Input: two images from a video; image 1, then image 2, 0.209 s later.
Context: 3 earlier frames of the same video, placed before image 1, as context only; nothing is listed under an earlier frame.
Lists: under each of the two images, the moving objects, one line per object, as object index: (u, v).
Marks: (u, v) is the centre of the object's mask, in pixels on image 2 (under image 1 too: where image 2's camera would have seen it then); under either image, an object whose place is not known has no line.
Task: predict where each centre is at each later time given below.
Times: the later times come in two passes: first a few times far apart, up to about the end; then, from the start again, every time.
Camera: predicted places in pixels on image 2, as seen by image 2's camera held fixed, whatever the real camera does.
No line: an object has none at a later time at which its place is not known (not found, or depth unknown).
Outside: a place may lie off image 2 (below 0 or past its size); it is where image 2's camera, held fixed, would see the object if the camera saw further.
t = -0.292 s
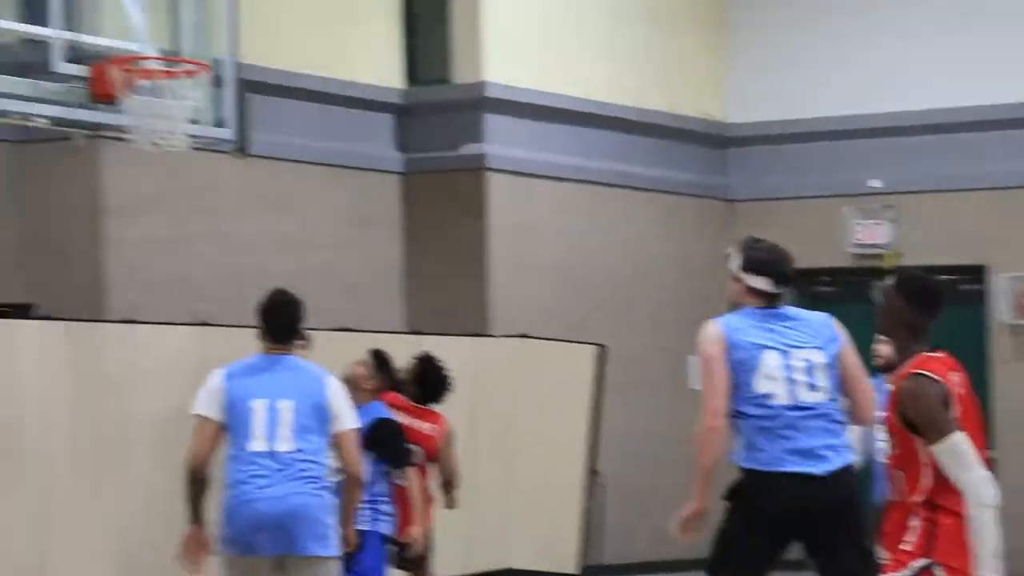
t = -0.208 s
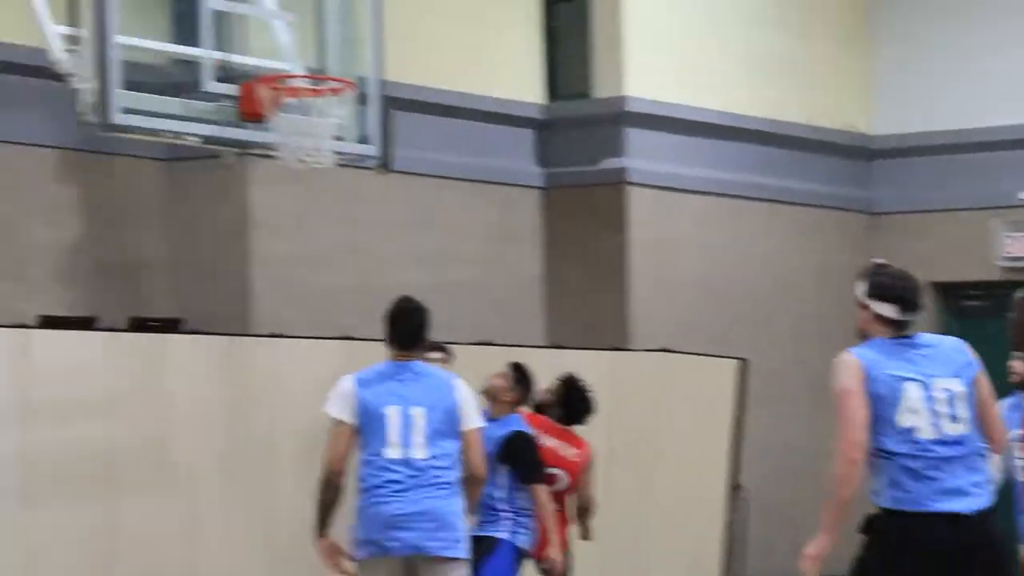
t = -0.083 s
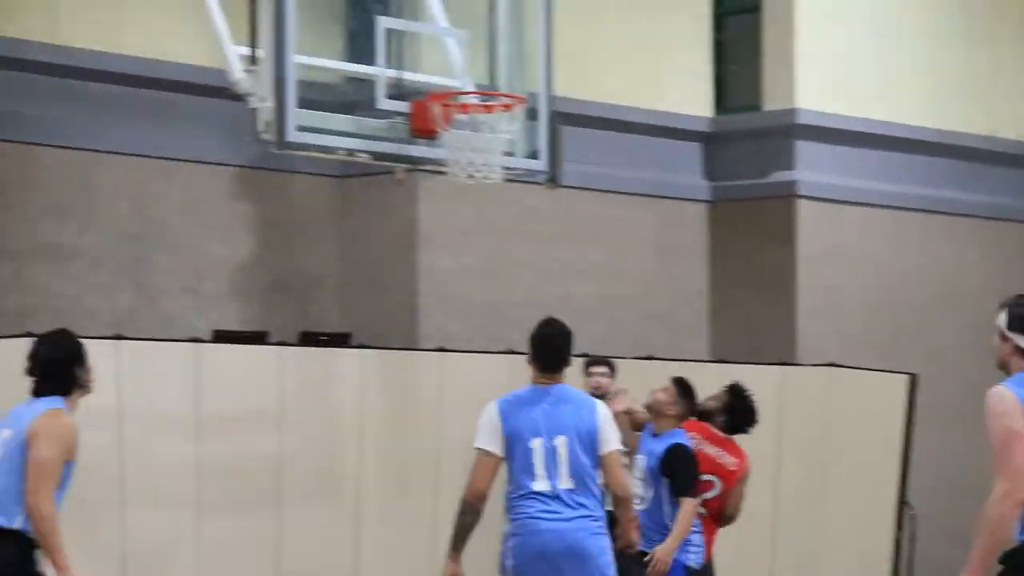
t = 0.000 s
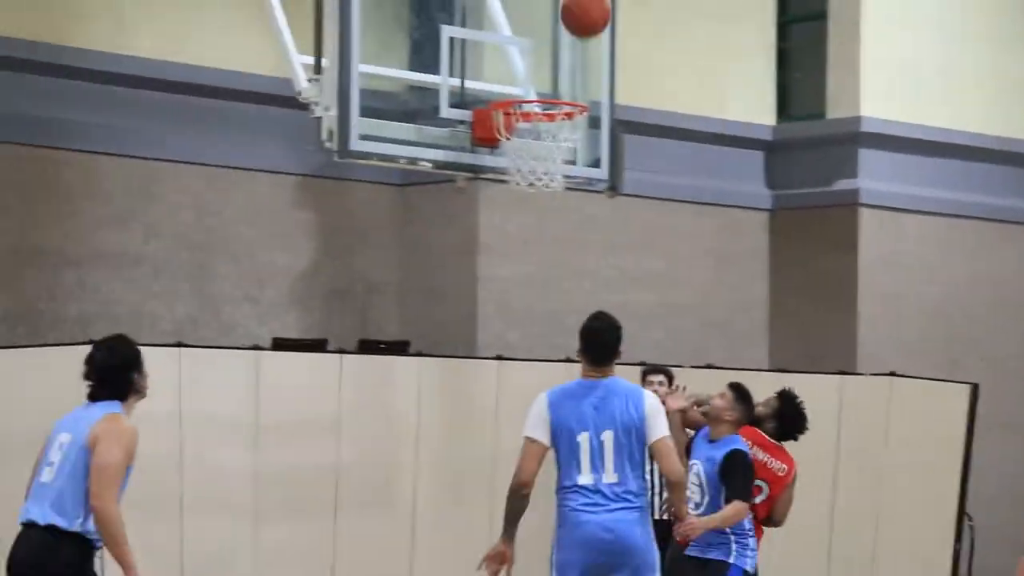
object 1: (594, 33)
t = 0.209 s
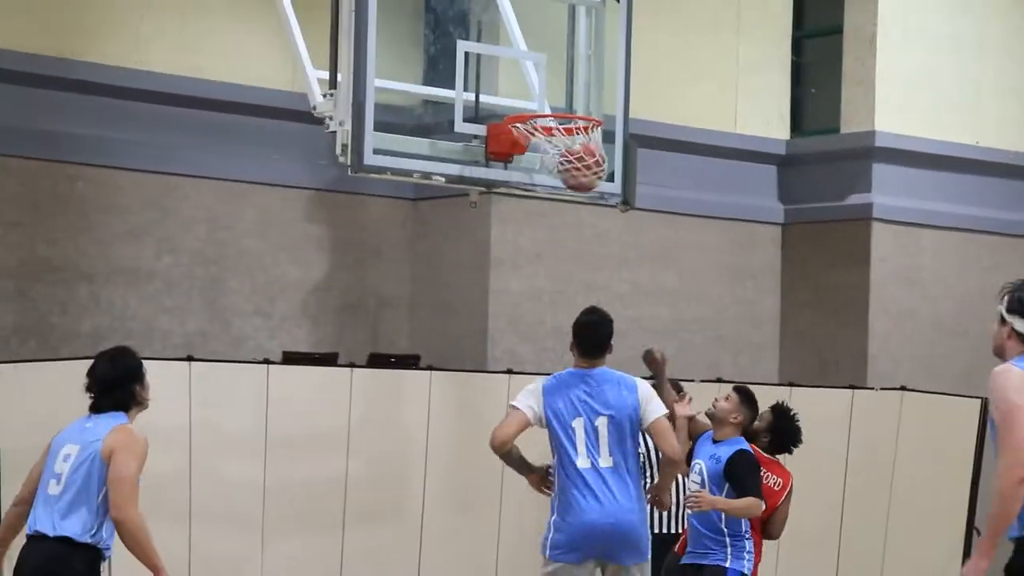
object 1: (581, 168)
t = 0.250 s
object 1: (586, 172)
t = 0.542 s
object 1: (611, 198)
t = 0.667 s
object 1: (622, 273)
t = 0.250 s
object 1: (586, 172)
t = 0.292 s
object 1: (590, 160)
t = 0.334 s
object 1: (592, 153)
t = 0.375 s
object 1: (596, 152)
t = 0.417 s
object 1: (600, 158)
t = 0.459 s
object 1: (603, 167)
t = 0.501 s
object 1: (608, 181)
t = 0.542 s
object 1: (611, 198)
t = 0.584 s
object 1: (615, 219)
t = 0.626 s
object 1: (619, 244)
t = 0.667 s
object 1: (622, 273)
